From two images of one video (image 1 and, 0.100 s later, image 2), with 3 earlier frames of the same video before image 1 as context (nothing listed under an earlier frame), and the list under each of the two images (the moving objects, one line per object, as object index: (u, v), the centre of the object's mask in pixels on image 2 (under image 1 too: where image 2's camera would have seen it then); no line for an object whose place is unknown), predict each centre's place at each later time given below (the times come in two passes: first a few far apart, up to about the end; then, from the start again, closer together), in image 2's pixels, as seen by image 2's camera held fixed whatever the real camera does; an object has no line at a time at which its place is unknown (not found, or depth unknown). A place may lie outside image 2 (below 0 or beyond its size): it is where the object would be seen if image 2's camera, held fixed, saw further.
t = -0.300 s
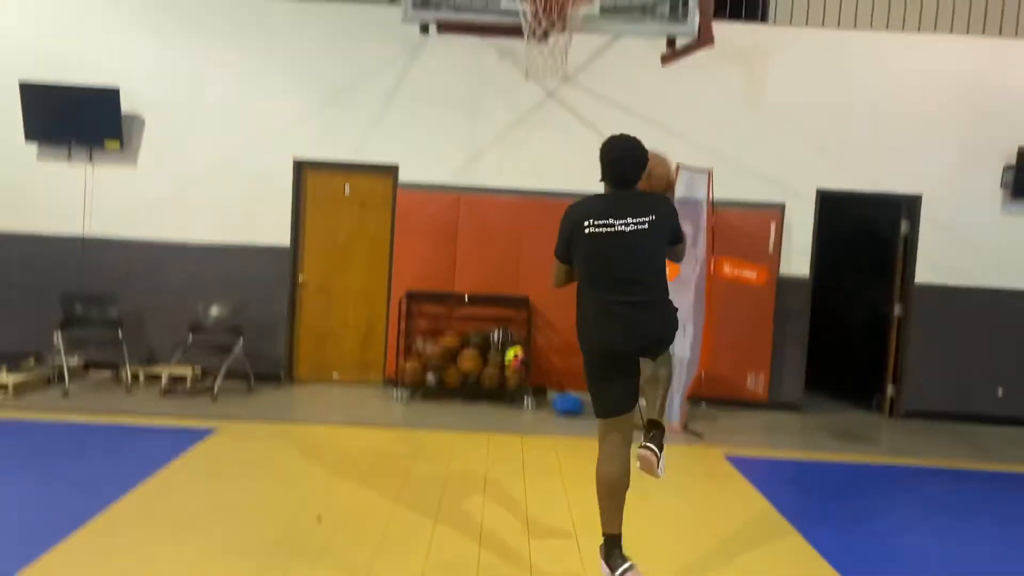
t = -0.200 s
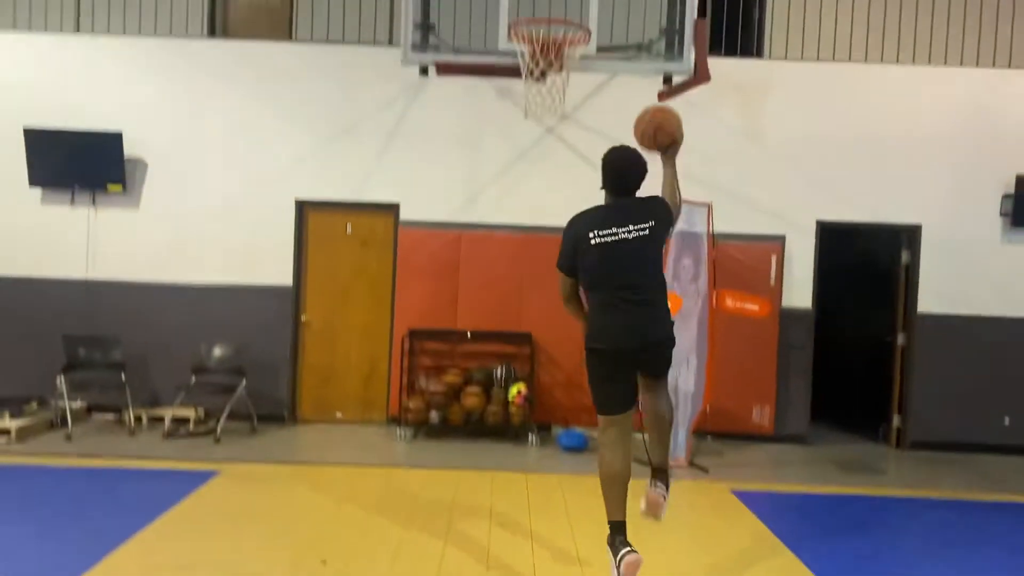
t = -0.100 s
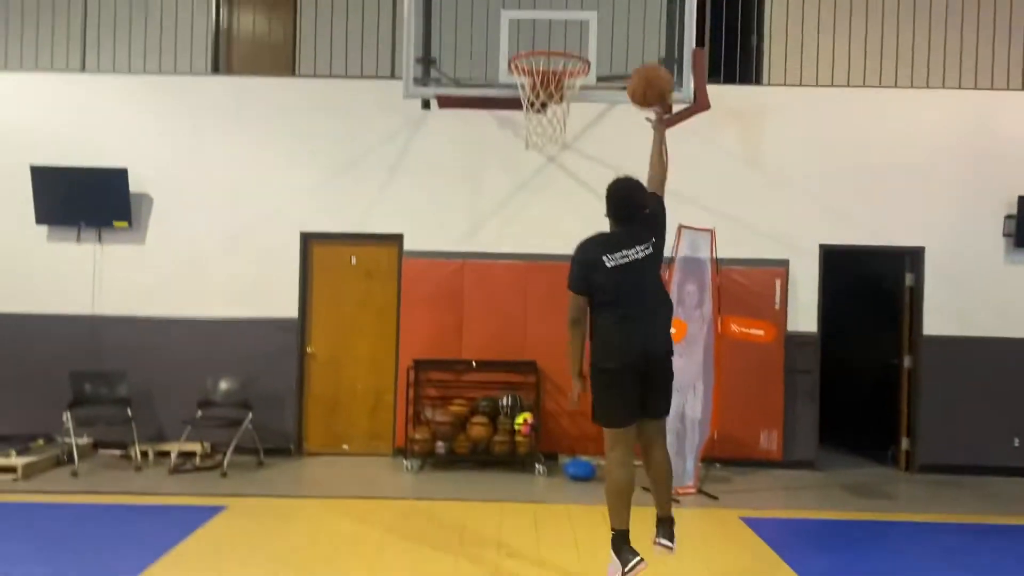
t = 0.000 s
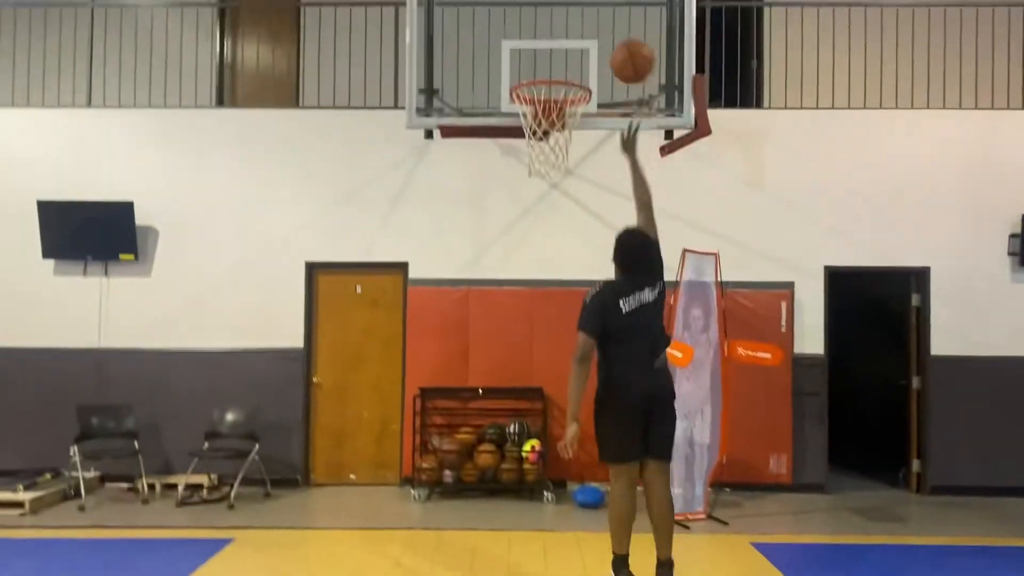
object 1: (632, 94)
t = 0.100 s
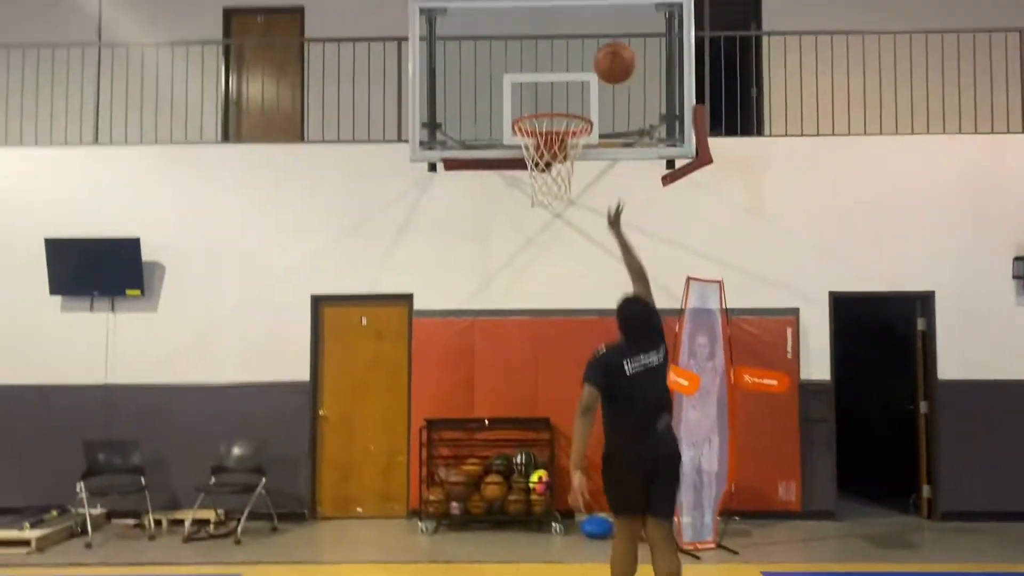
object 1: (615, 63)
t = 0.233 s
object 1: (593, 48)
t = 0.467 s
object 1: (561, 85)
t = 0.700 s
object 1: (544, 159)
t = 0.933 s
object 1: (539, 274)
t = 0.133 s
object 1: (609, 56)
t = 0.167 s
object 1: (603, 52)
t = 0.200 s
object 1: (599, 49)
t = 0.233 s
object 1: (593, 48)
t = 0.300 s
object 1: (583, 52)
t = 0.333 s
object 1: (577, 59)
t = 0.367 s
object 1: (572, 65)
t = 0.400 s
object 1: (567, 75)
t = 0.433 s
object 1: (563, 82)
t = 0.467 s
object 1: (561, 85)
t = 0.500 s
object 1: (559, 90)
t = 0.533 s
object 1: (556, 98)
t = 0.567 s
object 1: (554, 105)
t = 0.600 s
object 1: (550, 109)
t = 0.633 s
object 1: (551, 139)
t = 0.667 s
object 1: (547, 147)
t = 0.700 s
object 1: (544, 159)
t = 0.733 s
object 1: (540, 176)
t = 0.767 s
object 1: (540, 187)
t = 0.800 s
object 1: (540, 200)
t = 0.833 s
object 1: (540, 217)
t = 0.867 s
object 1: (540, 234)
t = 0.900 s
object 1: (539, 253)
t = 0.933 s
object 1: (539, 274)
